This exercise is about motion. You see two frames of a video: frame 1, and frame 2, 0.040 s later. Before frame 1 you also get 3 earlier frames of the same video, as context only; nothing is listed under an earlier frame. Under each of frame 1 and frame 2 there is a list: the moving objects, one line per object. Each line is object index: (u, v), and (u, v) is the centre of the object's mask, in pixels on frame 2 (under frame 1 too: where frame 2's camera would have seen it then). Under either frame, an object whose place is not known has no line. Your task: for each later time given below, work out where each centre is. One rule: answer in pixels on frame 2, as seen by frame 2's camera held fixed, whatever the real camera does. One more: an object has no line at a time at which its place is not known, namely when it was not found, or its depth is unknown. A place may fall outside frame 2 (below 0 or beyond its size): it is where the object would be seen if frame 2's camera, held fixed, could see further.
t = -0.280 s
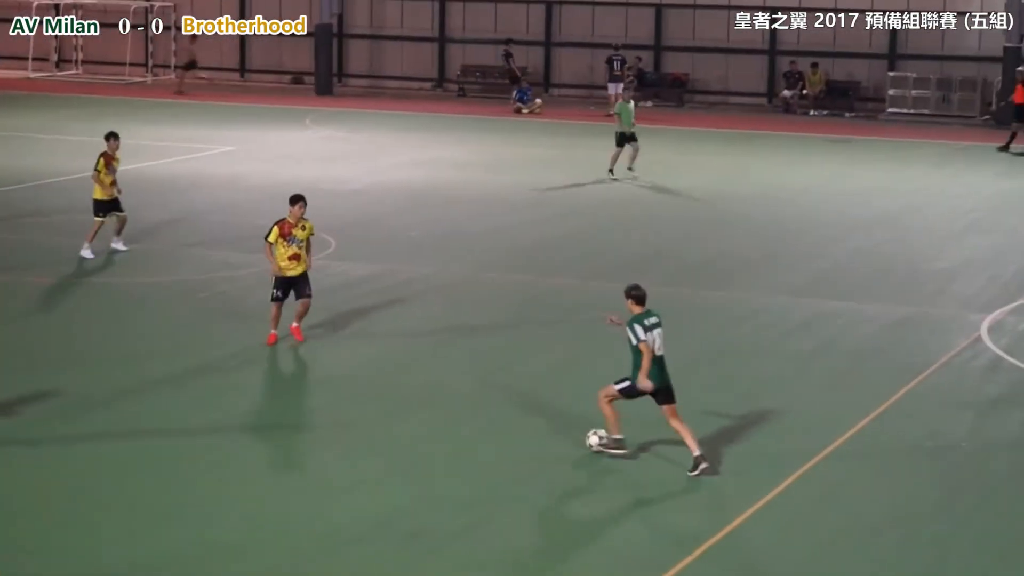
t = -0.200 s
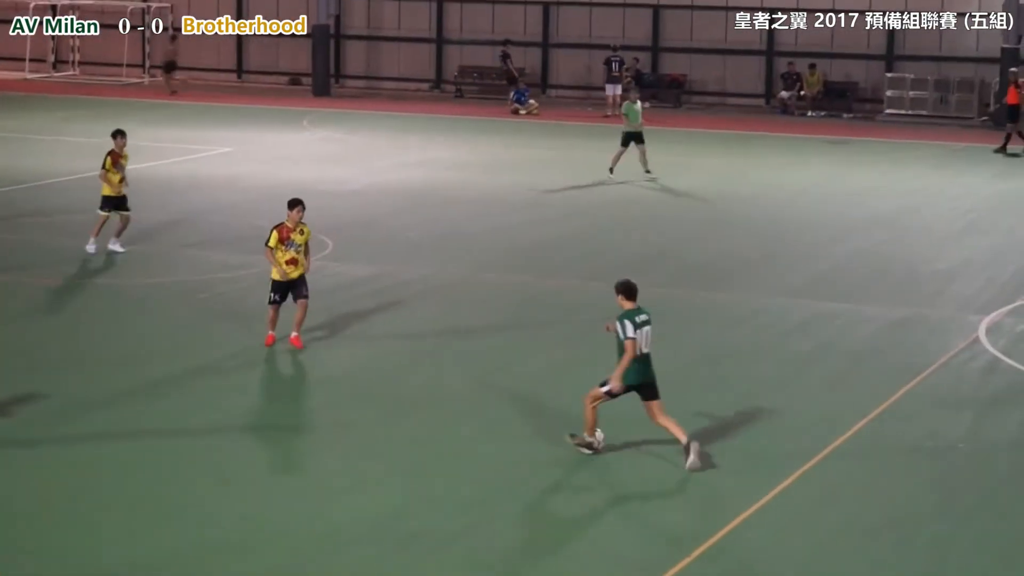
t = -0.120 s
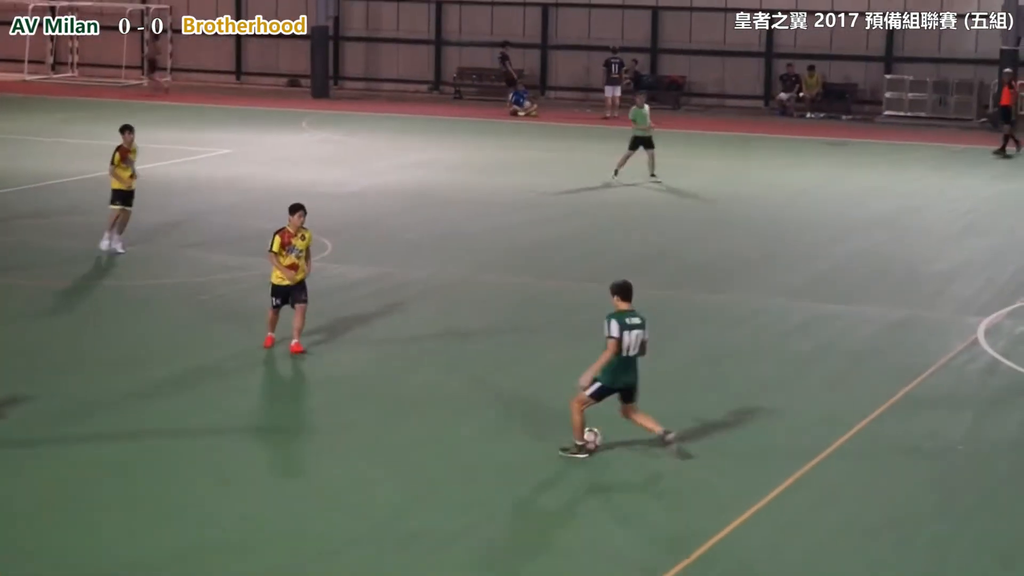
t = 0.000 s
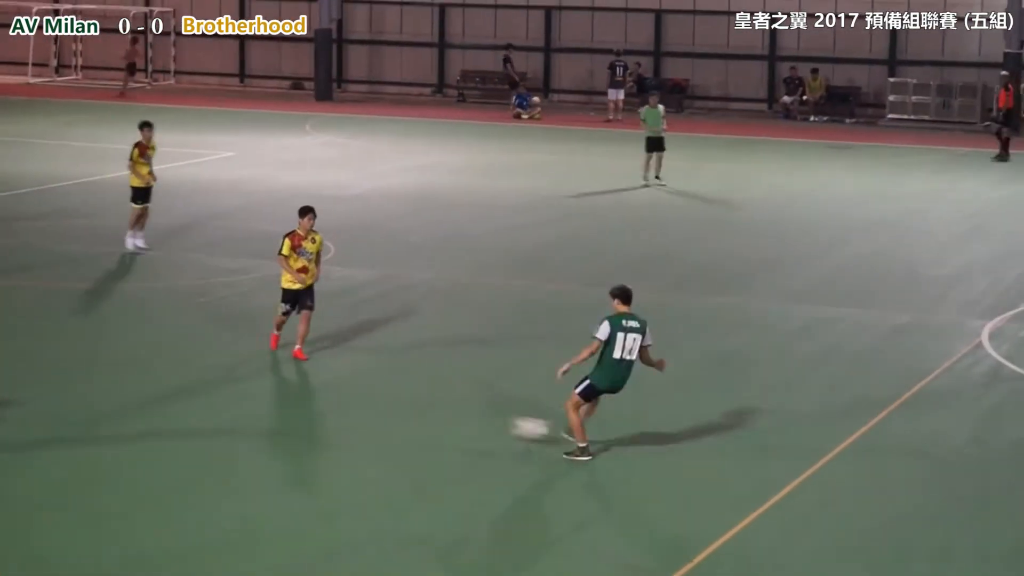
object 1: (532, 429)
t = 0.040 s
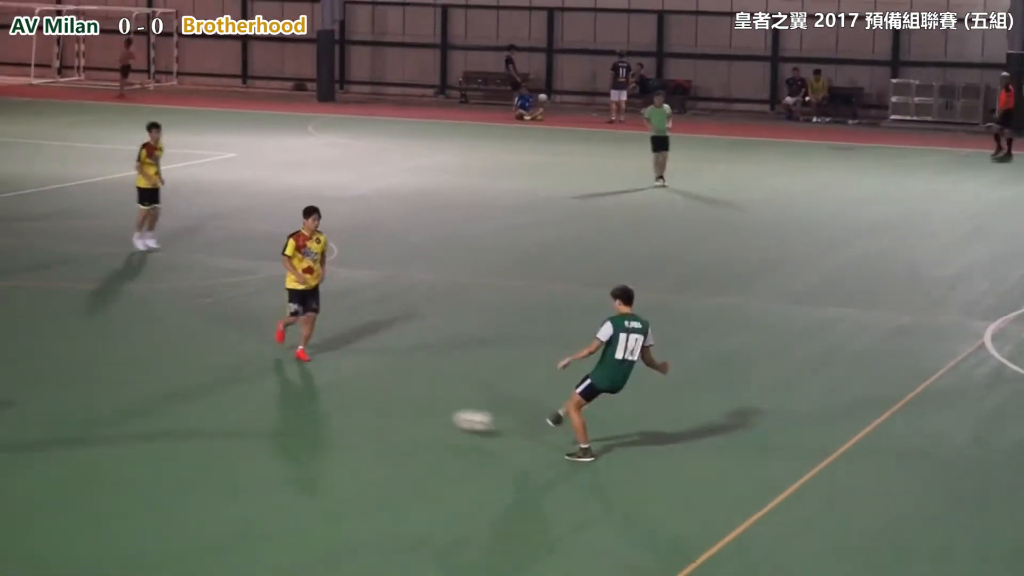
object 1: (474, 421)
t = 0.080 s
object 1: (414, 413)
